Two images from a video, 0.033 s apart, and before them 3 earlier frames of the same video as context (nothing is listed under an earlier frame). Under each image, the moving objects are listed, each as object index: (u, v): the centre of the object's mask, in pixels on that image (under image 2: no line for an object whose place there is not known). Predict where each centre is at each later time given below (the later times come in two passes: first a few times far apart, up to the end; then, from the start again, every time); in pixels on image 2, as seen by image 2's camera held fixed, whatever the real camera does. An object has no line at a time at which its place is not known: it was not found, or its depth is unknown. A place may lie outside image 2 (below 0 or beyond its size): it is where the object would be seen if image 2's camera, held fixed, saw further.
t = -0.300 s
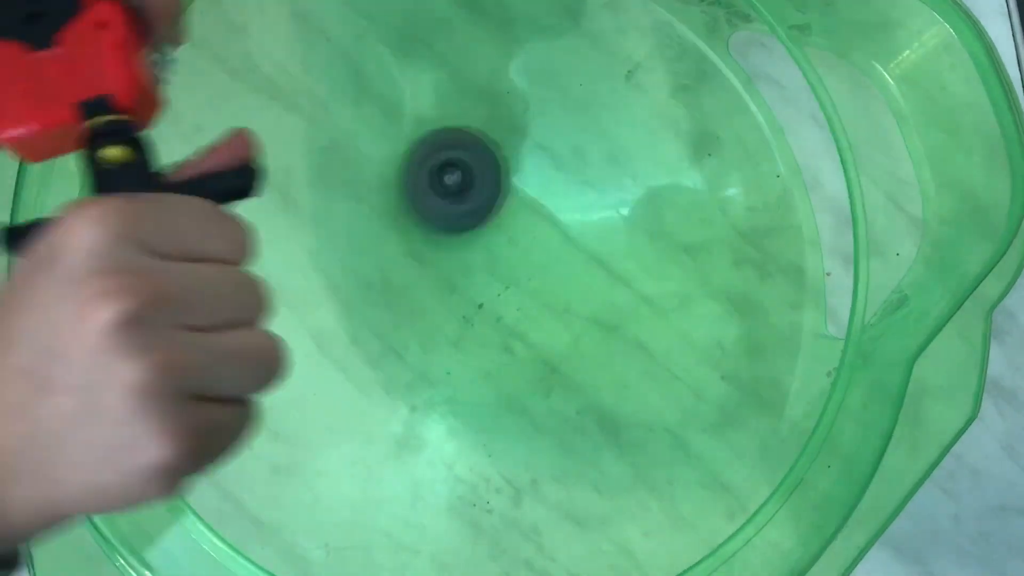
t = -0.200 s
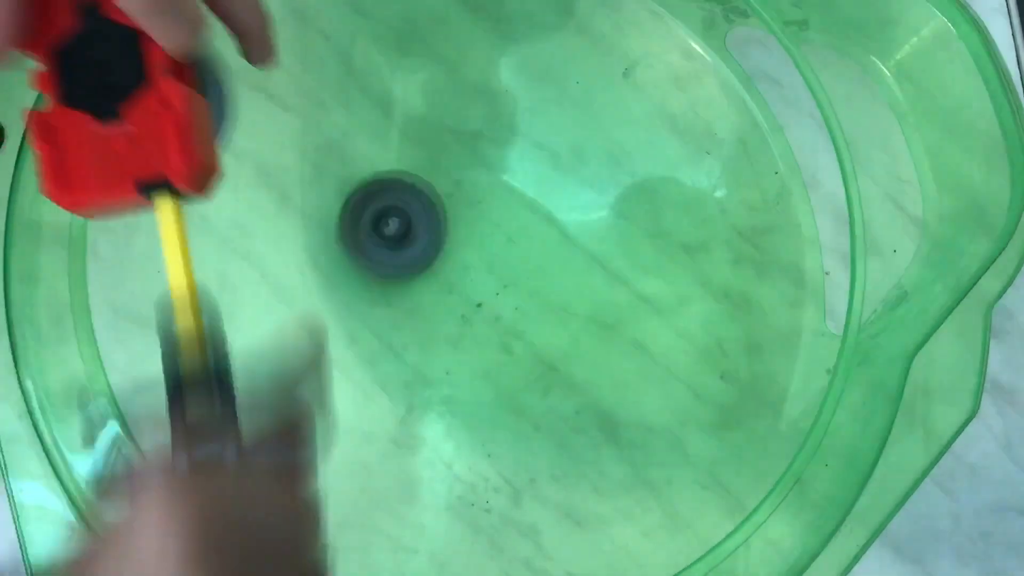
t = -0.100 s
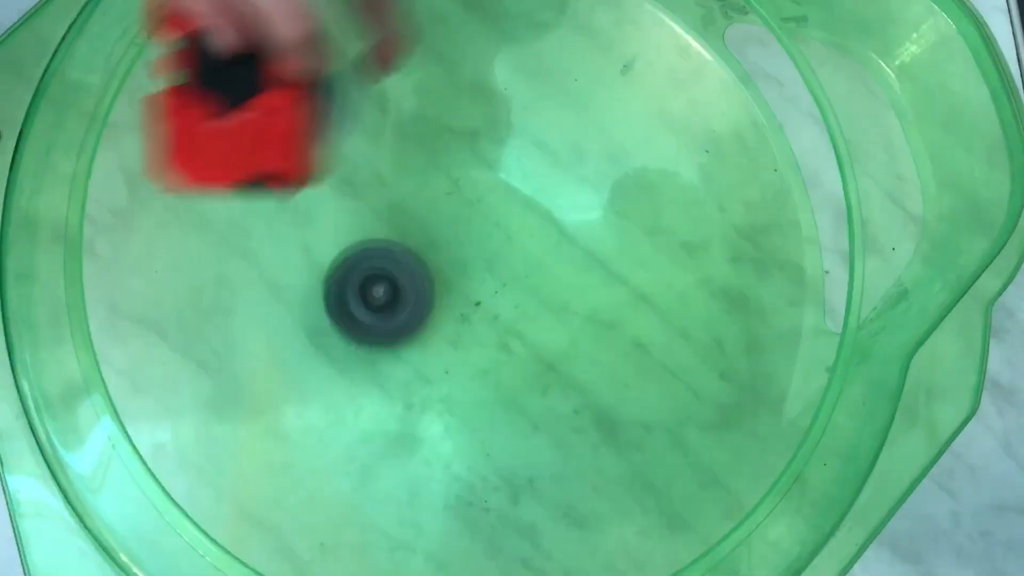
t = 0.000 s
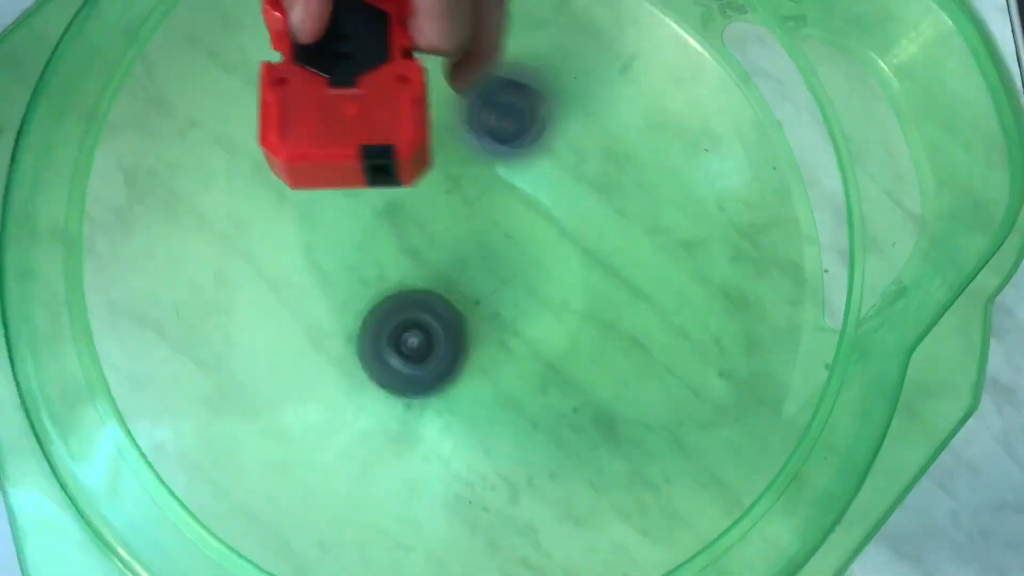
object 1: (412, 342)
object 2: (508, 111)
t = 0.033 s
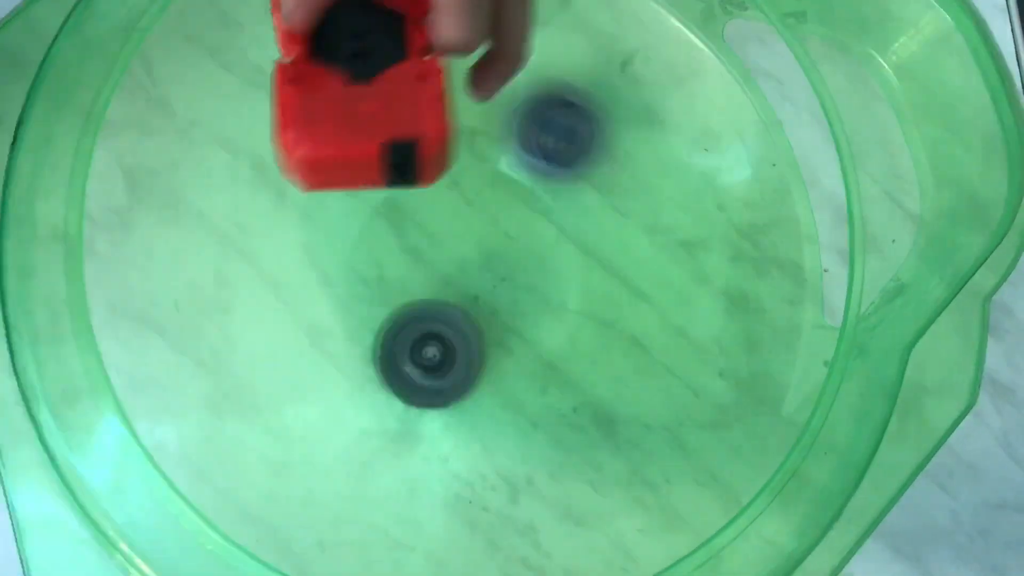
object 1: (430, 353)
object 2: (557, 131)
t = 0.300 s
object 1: (591, 295)
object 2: (680, 351)
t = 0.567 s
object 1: (402, 102)
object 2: (513, 399)
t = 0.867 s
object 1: (288, 280)
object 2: (430, 293)
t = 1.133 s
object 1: (450, 229)
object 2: (516, 370)
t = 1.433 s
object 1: (506, 145)
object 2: (452, 314)
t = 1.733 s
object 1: (476, 204)
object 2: (359, 265)
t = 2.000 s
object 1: (553, 188)
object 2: (408, 264)
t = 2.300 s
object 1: (639, 241)
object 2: (464, 181)
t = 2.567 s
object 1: (555, 301)
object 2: (514, 154)
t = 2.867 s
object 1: (485, 327)
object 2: (579, 256)
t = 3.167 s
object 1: (471, 356)
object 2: (639, 272)
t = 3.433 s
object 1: (460, 380)
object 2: (549, 294)
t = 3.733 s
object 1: (325, 397)
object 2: (591, 221)
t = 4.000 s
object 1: (291, 217)
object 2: (680, 307)
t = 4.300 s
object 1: (422, 207)
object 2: (598, 255)
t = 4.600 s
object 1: (377, 149)
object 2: (568, 332)
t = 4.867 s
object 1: (365, 276)
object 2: (518, 332)
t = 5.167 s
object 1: (411, 277)
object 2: (555, 294)
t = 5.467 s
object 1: (491, 207)
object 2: (598, 274)
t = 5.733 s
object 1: (542, 218)
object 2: (615, 302)
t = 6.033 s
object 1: (499, 100)
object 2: (531, 434)
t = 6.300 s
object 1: (446, 195)
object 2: (412, 305)
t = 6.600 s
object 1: (534, 264)
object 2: (400, 288)
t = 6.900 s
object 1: (587, 271)
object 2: (480, 241)
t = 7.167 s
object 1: (574, 277)
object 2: (478, 232)
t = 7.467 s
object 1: (566, 279)
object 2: (475, 267)
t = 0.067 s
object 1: (450, 359)
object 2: (607, 156)
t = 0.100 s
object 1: (468, 361)
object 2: (650, 185)
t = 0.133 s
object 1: (490, 359)
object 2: (678, 216)
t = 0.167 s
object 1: (510, 352)
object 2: (699, 248)
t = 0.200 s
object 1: (534, 343)
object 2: (707, 280)
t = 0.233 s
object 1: (555, 330)
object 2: (708, 309)
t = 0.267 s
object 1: (573, 314)
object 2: (698, 332)
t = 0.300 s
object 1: (591, 295)
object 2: (680, 351)
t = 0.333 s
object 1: (585, 254)
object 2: (671, 381)
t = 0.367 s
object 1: (569, 209)
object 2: (659, 408)
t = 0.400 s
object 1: (549, 168)
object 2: (643, 427)
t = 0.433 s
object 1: (526, 139)
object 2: (621, 437)
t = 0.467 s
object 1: (499, 115)
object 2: (595, 439)
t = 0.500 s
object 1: (469, 100)
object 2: (571, 432)
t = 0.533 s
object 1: (434, 96)
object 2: (541, 418)
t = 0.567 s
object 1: (402, 102)
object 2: (513, 399)
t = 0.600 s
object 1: (372, 118)
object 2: (487, 373)
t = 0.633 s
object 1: (343, 146)
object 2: (461, 348)
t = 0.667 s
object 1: (321, 181)
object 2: (440, 320)
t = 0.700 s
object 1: (310, 218)
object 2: (422, 294)
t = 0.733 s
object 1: (307, 261)
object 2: (409, 272)
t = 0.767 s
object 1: (297, 264)
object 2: (409, 272)
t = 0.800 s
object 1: (285, 267)
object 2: (414, 275)
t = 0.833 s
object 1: (281, 273)
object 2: (422, 284)
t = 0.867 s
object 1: (288, 280)
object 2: (430, 293)
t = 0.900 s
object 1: (305, 288)
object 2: (439, 299)
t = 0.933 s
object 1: (328, 295)
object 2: (449, 302)
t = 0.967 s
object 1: (353, 289)
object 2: (463, 312)
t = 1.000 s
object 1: (369, 276)
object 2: (478, 329)
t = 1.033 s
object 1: (390, 263)
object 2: (492, 343)
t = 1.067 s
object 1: (410, 253)
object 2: (503, 355)
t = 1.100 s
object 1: (432, 240)
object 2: (512, 364)
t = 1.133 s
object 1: (450, 229)
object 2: (516, 370)
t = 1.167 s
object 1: (467, 218)
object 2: (518, 373)
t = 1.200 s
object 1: (480, 205)
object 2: (518, 370)
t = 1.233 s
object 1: (491, 193)
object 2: (513, 366)
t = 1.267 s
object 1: (500, 181)
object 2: (508, 358)
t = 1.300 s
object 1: (505, 169)
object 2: (499, 350)
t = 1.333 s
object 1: (509, 159)
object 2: (489, 341)
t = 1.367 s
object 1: (509, 151)
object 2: (477, 332)
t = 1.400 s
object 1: (509, 146)
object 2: (466, 323)
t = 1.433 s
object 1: (506, 145)
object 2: (452, 314)
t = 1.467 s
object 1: (501, 148)
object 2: (440, 305)
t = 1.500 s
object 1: (496, 152)
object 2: (428, 295)
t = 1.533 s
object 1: (489, 160)
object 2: (418, 288)
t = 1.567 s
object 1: (483, 170)
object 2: (408, 282)
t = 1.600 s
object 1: (477, 179)
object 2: (398, 275)
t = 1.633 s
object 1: (472, 188)
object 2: (390, 270)
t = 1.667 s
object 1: (468, 196)
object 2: (383, 267)
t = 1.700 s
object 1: (469, 202)
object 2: (373, 264)
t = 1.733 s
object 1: (476, 204)
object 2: (359, 265)
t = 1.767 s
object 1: (484, 204)
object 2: (351, 266)
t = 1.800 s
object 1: (494, 204)
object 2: (347, 267)
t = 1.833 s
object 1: (505, 203)
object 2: (348, 267)
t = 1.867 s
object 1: (516, 201)
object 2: (354, 268)
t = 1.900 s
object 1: (526, 198)
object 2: (362, 269)
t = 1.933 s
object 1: (537, 194)
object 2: (377, 268)
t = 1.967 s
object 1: (547, 191)
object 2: (392, 266)
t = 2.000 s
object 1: (553, 188)
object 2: (408, 264)
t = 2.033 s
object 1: (555, 188)
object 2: (426, 260)
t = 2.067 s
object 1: (554, 189)
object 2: (444, 254)
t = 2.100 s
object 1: (551, 192)
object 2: (459, 246)
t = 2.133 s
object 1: (569, 199)
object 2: (456, 236)
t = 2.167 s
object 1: (592, 208)
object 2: (451, 227)
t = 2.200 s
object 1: (609, 217)
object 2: (451, 217)
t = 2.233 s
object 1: (624, 225)
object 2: (454, 206)
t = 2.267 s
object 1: (634, 232)
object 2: (459, 193)
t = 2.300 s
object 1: (639, 241)
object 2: (464, 181)
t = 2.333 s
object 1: (640, 250)
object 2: (472, 169)
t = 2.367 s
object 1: (637, 259)
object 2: (476, 158)
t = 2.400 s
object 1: (629, 268)
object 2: (484, 149)
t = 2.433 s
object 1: (620, 276)
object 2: (490, 143)
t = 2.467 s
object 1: (606, 285)
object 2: (495, 142)
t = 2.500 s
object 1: (591, 291)
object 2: (501, 143)
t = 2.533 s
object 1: (573, 297)
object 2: (507, 147)
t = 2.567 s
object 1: (555, 301)
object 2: (514, 154)
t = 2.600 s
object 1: (540, 306)
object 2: (520, 163)
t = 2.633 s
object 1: (524, 308)
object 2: (525, 175)
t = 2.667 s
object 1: (512, 312)
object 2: (531, 189)
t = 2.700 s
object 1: (500, 315)
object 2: (538, 204)
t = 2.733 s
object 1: (491, 319)
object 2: (545, 216)
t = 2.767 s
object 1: (485, 322)
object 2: (553, 228)
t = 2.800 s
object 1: (483, 324)
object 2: (561, 239)
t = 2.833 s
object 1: (483, 326)
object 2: (569, 247)
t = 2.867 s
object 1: (485, 327)
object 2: (579, 256)
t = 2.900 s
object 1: (490, 326)
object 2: (590, 261)
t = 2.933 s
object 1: (496, 328)
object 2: (598, 266)
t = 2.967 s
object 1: (504, 327)
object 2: (604, 268)
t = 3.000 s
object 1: (513, 329)
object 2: (610, 271)
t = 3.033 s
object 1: (519, 330)
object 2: (613, 273)
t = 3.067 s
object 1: (505, 335)
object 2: (622, 271)
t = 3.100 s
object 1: (491, 343)
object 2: (630, 270)
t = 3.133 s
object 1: (480, 348)
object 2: (637, 270)
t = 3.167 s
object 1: (471, 356)
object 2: (639, 272)
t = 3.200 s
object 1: (465, 362)
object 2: (637, 274)
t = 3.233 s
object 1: (460, 368)
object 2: (632, 276)
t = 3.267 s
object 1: (456, 376)
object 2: (625, 278)
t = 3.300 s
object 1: (453, 382)
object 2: (613, 280)
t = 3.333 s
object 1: (453, 387)
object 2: (600, 283)
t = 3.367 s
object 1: (454, 387)
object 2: (583, 287)
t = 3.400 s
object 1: (457, 385)
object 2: (566, 290)
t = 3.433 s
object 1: (460, 380)
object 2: (549, 294)
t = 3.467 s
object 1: (464, 373)
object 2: (535, 297)
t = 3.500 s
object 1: (423, 389)
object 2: (559, 276)
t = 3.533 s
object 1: (380, 407)
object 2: (585, 252)
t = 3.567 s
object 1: (344, 418)
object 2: (606, 233)
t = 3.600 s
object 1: (323, 422)
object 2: (617, 218)
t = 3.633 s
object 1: (310, 422)
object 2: (621, 209)
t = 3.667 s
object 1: (308, 418)
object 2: (617, 207)
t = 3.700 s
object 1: (312, 409)
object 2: (607, 211)
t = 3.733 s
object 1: (325, 397)
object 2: (591, 221)
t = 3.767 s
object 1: (347, 380)
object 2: (574, 233)
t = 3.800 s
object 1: (371, 360)
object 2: (558, 246)
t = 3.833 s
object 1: (397, 336)
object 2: (546, 261)
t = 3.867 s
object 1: (426, 310)
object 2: (534, 274)
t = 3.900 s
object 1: (401, 287)
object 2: (566, 285)
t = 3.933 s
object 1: (352, 261)
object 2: (616, 296)
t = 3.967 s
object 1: (318, 237)
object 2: (655, 302)
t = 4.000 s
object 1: (291, 217)
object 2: (680, 307)
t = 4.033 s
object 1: (277, 204)
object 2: (693, 307)
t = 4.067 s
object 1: (269, 193)
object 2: (694, 302)
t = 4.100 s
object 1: (270, 188)
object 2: (690, 294)
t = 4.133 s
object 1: (279, 186)
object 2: (683, 285)
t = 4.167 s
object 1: (296, 187)
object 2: (671, 275)
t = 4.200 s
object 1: (321, 190)
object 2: (656, 268)
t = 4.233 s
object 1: (352, 195)
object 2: (639, 262)
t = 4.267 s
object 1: (386, 202)
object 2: (619, 258)
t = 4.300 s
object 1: (422, 207)
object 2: (598, 255)
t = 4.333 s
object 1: (459, 212)
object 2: (577, 254)
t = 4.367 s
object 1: (460, 194)
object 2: (582, 269)
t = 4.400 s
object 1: (447, 168)
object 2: (597, 294)
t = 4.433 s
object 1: (430, 145)
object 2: (603, 313)
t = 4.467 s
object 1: (412, 128)
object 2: (601, 325)
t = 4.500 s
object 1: (398, 119)
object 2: (595, 331)
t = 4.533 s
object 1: (386, 120)
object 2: (587, 333)
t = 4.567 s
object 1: (376, 132)
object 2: (578, 333)
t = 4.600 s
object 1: (377, 149)
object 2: (568, 332)
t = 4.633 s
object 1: (373, 174)
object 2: (556, 330)
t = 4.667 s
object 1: (376, 202)
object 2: (547, 329)
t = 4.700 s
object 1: (383, 229)
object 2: (537, 328)
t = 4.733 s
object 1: (384, 247)
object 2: (526, 326)
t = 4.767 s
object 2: (515, 324)
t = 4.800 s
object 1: (391, 283)
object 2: (505, 321)
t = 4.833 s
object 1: (386, 284)
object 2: (505, 324)
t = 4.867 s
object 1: (365, 276)
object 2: (518, 332)
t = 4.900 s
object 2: (533, 340)
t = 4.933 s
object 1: (353, 271)
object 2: (541, 343)
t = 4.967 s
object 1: (351, 273)
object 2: (545, 341)
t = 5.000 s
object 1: (355, 276)
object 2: (547, 334)
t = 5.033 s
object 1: (362, 275)
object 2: (550, 327)
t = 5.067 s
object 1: (375, 278)
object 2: (553, 319)
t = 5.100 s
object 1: (389, 283)
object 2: (554, 311)
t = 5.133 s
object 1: (400, 279)
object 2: (554, 302)
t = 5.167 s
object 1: (411, 277)
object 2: (555, 294)
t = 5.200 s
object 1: (423, 272)
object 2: (554, 285)
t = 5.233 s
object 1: (435, 264)
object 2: (554, 278)
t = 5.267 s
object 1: (445, 260)
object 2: (553, 270)
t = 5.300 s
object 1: (455, 251)
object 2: (555, 267)
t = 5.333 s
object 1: (453, 232)
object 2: (569, 274)
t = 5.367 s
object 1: (458, 220)
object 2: (579, 277)
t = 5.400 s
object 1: (466, 210)
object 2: (585, 278)
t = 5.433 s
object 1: (477, 207)
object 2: (592, 277)
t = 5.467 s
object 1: (491, 207)
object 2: (598, 274)
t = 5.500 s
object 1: (502, 210)
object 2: (603, 272)
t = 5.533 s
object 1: (515, 214)
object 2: (606, 268)
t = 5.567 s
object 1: (519, 211)
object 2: (614, 277)
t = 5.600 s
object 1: (522, 206)
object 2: (618, 286)
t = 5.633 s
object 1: (527, 206)
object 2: (619, 291)
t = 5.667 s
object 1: (533, 210)
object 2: (618, 294)
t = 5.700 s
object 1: (538, 218)
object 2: (617, 297)
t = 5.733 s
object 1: (542, 218)
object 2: (615, 302)
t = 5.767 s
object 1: (542, 223)
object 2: (612, 309)
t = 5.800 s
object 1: (540, 224)
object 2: (607, 313)
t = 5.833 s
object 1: (538, 229)
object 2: (599, 317)
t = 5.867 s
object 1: (534, 219)
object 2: (593, 336)
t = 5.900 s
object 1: (536, 181)
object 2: (584, 376)
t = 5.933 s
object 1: (529, 144)
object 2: (572, 407)
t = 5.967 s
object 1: (521, 117)
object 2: (559, 428)
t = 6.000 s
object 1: (514, 102)
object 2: (544, 436)
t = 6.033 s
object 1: (499, 100)
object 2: (531, 434)
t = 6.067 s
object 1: (490, 102)
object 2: (521, 425)
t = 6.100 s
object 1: (482, 110)
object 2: (512, 412)
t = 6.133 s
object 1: (472, 127)
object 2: (500, 392)
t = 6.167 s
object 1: (461, 141)
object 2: (485, 372)
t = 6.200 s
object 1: (458, 158)
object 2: (468, 353)
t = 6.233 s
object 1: (456, 172)
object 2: (449, 334)
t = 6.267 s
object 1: (450, 188)
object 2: (431, 318)
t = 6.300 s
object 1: (446, 195)
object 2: (412, 305)
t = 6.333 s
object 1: (448, 202)
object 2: (397, 294)
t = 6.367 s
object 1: (460, 211)
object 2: (379, 290)
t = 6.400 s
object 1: (469, 221)
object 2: (366, 291)
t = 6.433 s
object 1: (478, 222)
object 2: (362, 294)
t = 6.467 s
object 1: (495, 226)
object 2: (362, 295)
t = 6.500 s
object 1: (511, 233)
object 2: (368, 293)
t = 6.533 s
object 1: (523, 244)
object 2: (378, 290)
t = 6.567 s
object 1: (530, 254)
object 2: (387, 289)
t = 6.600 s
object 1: (534, 264)
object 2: (400, 288)
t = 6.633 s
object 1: (537, 266)
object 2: (414, 287)
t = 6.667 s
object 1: (543, 269)
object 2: (425, 288)
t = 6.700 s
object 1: (550, 271)
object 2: (437, 287)
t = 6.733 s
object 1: (554, 274)
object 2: (447, 283)
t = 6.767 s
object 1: (561, 277)
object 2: (458, 277)
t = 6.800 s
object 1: (568, 278)
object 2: (467, 268)
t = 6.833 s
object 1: (576, 277)
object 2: (475, 260)
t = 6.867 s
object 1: (582, 274)
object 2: (478, 250)
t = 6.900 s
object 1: (587, 271)
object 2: (480, 241)
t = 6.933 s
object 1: (589, 268)
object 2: (479, 234)
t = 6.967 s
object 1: (591, 266)
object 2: (476, 228)
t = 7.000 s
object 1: (592, 266)
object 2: (474, 225)
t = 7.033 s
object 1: (590, 267)
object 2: (472, 224)
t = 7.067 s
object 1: (589, 269)
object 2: (473, 224)
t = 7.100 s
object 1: (585, 273)
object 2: (476, 227)
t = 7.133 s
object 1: (579, 276)
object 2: (478, 229)
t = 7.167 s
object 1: (574, 277)
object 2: (478, 232)
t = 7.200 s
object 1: (571, 278)
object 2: (480, 235)
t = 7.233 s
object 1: (570, 278)
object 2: (481, 239)
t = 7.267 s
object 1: (568, 278)
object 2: (482, 245)
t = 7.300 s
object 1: (565, 279)
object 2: (480, 249)
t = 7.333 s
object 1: (565, 279)
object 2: (480, 254)
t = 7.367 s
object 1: (565, 279)
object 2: (477, 260)
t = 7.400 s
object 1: (566, 279)
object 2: (476, 265)
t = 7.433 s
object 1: (566, 280)
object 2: (475, 266)
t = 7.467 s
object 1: (566, 279)
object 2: (475, 267)
